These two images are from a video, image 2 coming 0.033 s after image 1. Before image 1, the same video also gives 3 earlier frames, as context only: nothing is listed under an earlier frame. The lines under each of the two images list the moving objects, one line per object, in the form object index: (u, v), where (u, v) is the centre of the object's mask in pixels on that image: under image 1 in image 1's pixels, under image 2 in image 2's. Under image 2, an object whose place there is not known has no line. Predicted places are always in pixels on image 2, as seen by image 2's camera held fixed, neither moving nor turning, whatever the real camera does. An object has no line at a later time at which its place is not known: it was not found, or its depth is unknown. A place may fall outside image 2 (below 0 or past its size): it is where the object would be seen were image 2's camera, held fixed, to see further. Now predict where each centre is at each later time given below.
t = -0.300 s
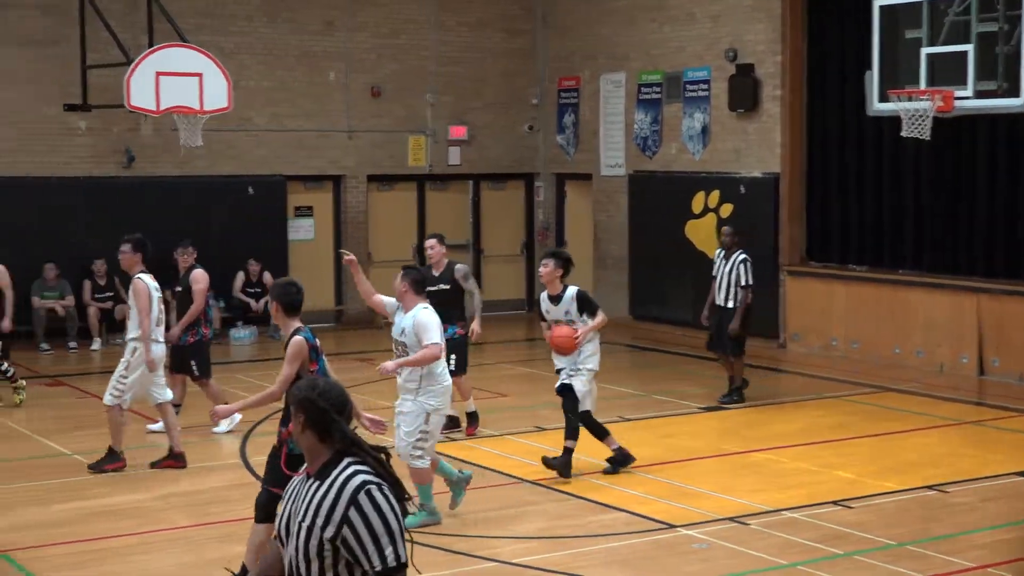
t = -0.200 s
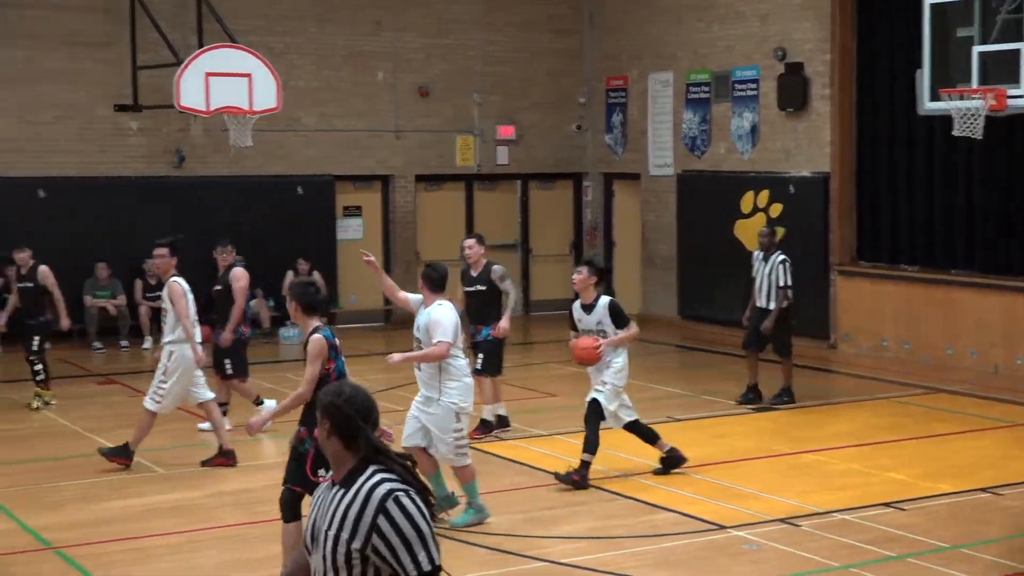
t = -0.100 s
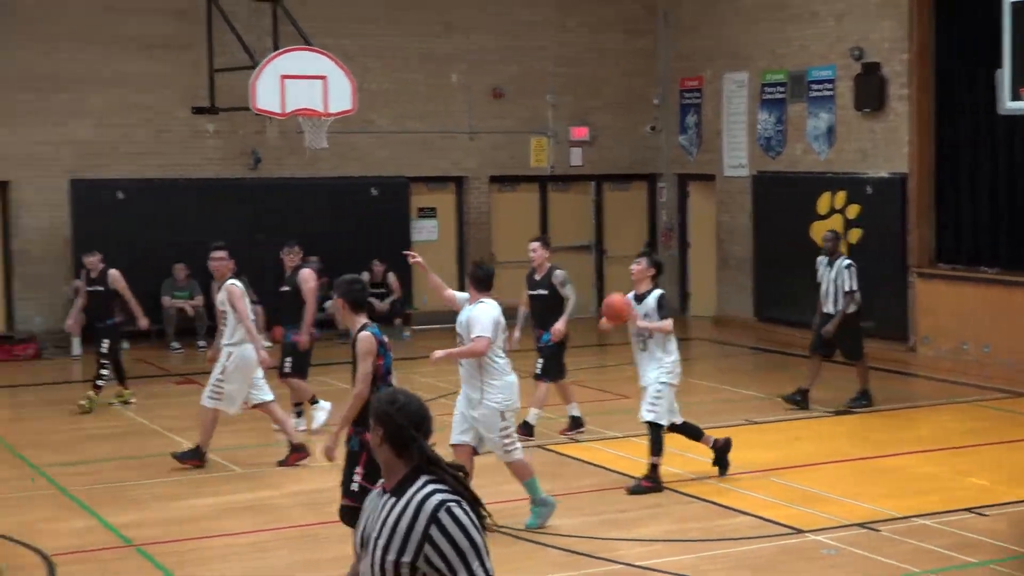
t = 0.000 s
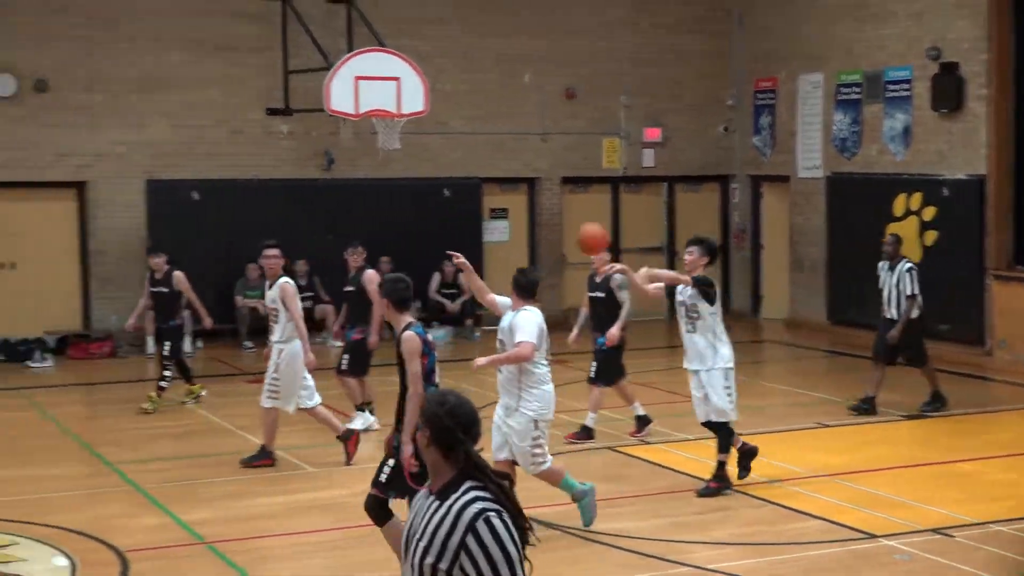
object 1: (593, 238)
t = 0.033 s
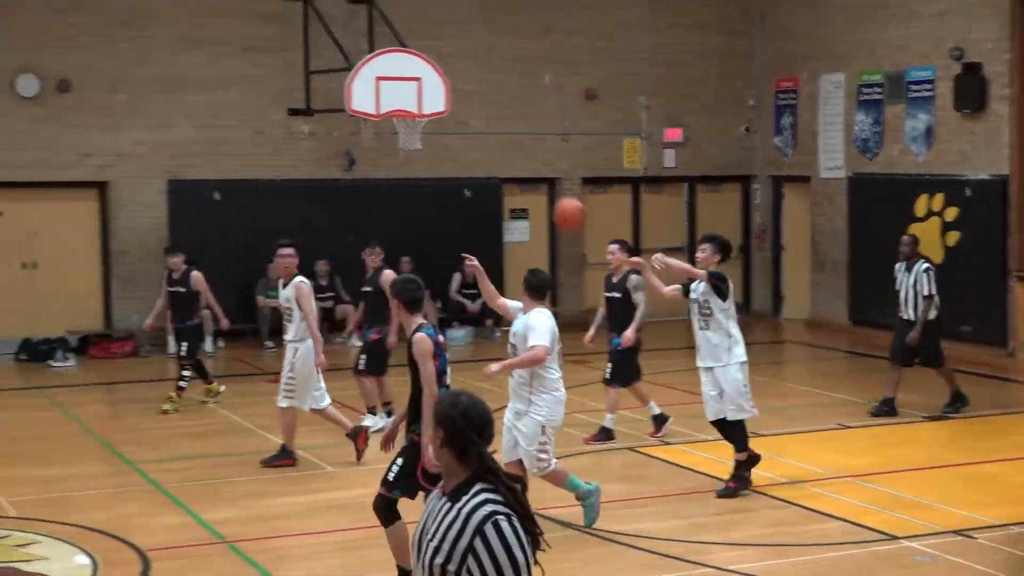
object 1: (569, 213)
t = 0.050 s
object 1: (546, 202)
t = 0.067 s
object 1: (523, 189)
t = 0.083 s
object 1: (498, 178)
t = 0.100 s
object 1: (475, 167)
